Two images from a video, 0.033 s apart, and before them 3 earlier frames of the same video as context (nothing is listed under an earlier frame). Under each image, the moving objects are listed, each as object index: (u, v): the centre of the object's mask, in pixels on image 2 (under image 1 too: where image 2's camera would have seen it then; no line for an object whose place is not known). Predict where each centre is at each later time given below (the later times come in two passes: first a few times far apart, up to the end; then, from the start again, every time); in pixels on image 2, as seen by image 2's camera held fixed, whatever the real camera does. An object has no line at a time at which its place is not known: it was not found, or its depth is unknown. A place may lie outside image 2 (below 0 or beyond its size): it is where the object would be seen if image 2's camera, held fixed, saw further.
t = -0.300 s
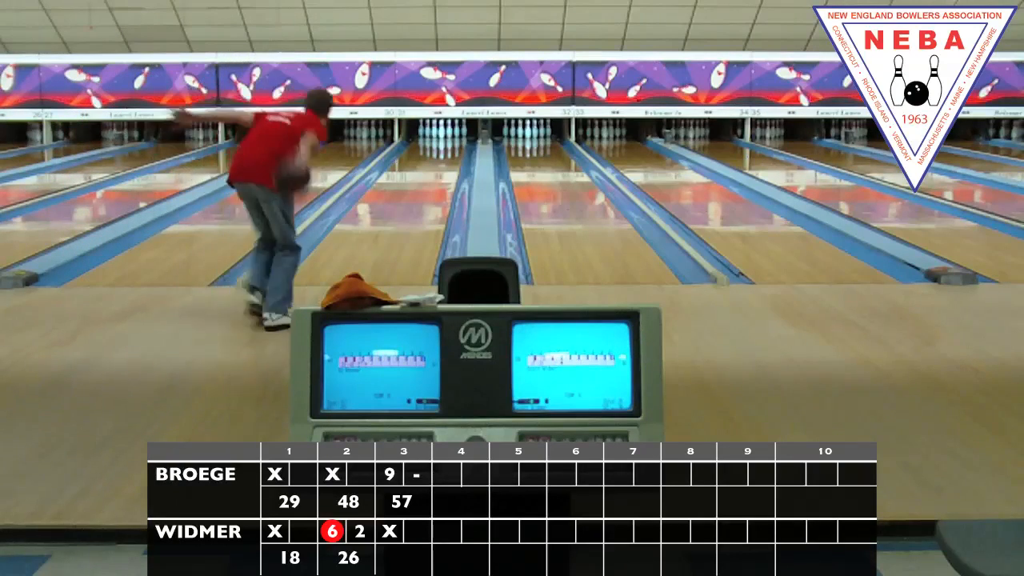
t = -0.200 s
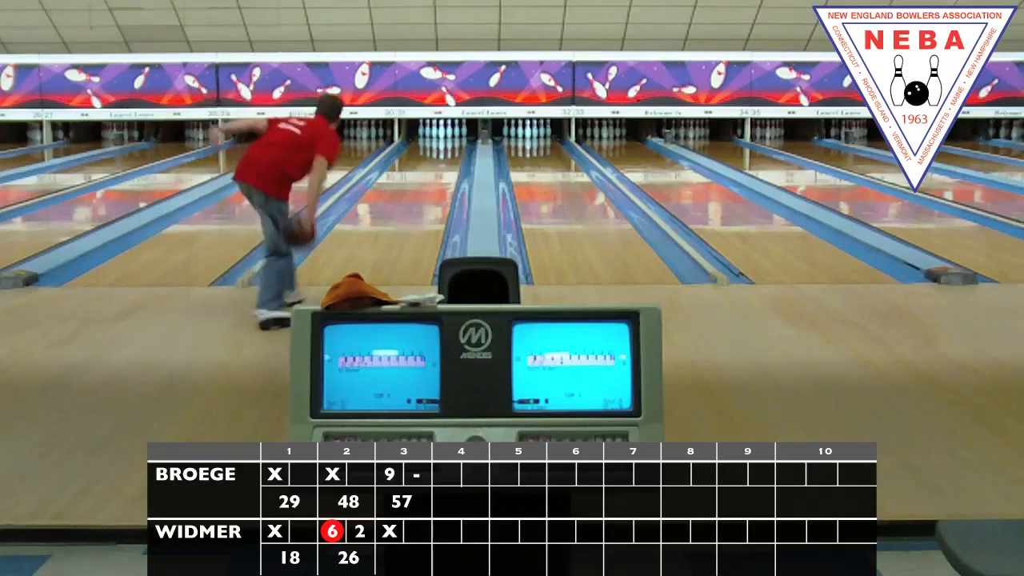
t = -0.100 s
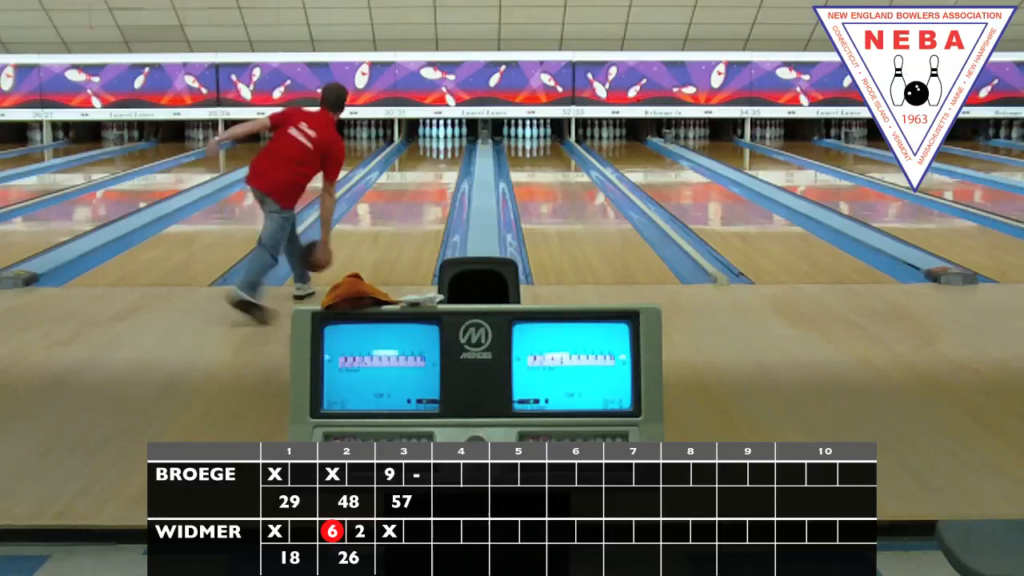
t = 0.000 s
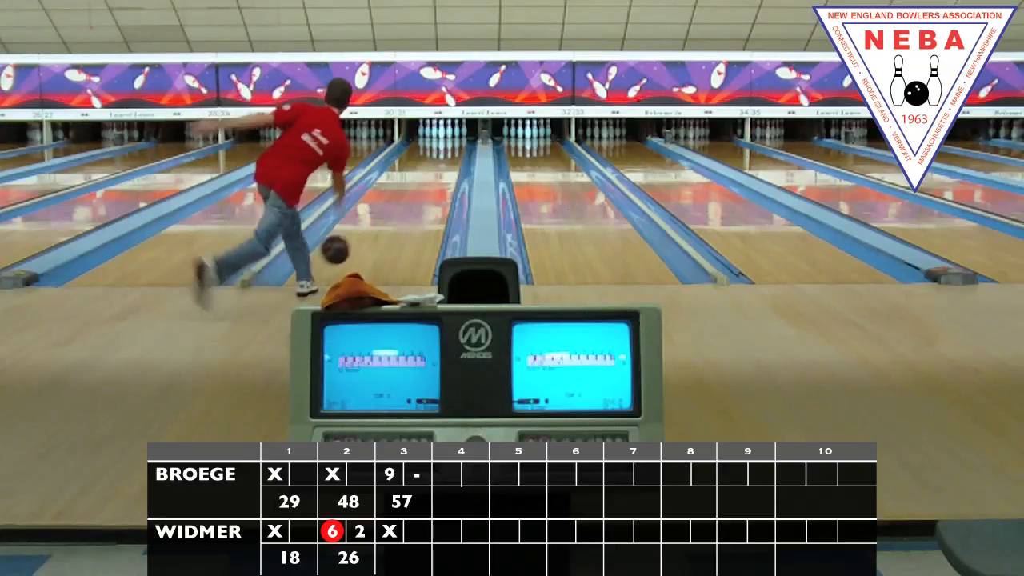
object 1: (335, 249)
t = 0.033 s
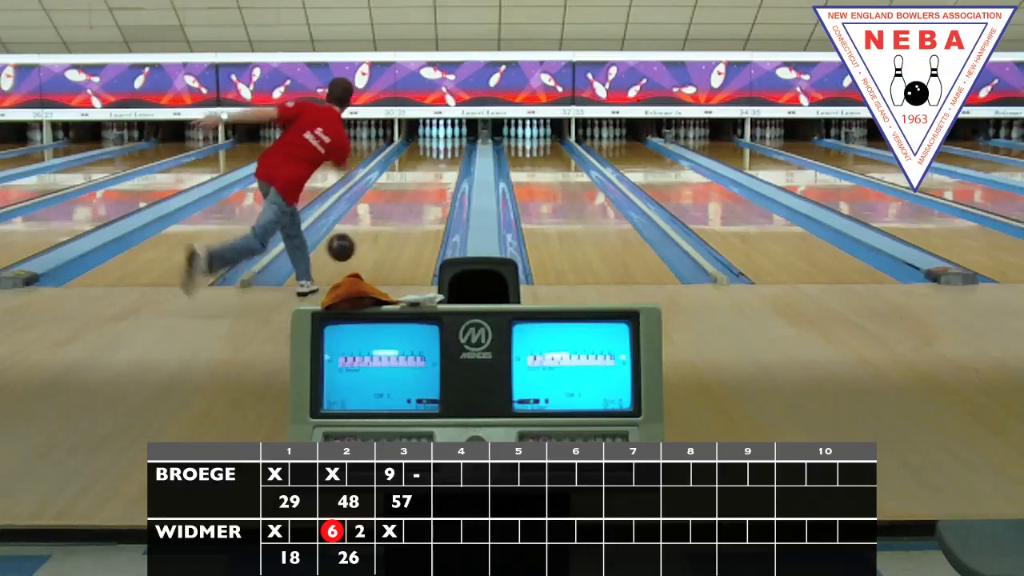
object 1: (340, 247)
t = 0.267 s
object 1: (373, 228)
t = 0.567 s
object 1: (400, 198)
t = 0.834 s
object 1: (416, 180)
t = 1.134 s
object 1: (429, 165)
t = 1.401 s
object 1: (438, 155)
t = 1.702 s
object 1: (444, 146)
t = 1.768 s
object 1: (446, 144)
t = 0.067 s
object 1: (346, 246)
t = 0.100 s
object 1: (351, 246)
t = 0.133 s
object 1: (356, 245)
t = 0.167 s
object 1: (360, 241)
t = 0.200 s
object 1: (365, 236)
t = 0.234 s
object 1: (369, 232)
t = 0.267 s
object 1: (373, 228)
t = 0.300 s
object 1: (376, 223)
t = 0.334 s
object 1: (380, 220)
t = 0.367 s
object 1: (383, 216)
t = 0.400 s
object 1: (386, 213)
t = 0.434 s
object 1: (389, 210)
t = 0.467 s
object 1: (392, 207)
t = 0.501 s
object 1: (395, 204)
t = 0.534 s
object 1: (397, 201)
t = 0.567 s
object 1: (400, 198)
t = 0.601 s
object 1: (402, 195)
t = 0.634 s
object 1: (404, 193)
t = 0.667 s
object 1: (407, 191)
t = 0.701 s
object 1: (409, 189)
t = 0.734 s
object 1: (411, 186)
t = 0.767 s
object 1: (413, 184)
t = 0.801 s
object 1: (415, 182)
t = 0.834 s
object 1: (416, 180)
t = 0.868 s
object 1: (418, 178)
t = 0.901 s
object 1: (420, 177)
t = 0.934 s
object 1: (421, 175)
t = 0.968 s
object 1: (423, 173)
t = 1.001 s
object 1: (424, 171)
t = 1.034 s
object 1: (426, 170)
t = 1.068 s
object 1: (427, 168)
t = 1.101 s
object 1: (429, 166)
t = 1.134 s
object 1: (429, 165)
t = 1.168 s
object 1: (431, 164)
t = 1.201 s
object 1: (432, 163)
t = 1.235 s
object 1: (433, 162)
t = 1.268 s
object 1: (434, 160)
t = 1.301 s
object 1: (435, 158)
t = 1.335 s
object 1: (436, 157)
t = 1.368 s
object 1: (437, 156)
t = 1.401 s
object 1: (438, 155)
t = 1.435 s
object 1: (439, 154)
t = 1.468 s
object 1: (440, 153)
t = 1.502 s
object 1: (441, 152)
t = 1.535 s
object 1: (441, 151)
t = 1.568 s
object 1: (442, 150)
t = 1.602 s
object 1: (443, 149)
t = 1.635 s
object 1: (443, 148)
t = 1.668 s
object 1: (444, 146)
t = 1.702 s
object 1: (444, 146)
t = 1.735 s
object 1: (446, 145)
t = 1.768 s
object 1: (446, 144)
